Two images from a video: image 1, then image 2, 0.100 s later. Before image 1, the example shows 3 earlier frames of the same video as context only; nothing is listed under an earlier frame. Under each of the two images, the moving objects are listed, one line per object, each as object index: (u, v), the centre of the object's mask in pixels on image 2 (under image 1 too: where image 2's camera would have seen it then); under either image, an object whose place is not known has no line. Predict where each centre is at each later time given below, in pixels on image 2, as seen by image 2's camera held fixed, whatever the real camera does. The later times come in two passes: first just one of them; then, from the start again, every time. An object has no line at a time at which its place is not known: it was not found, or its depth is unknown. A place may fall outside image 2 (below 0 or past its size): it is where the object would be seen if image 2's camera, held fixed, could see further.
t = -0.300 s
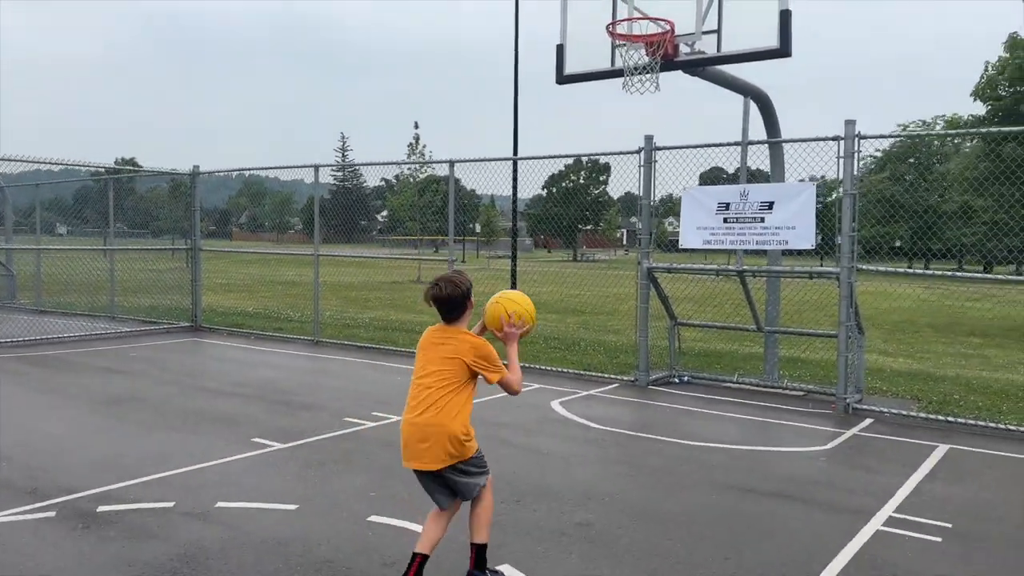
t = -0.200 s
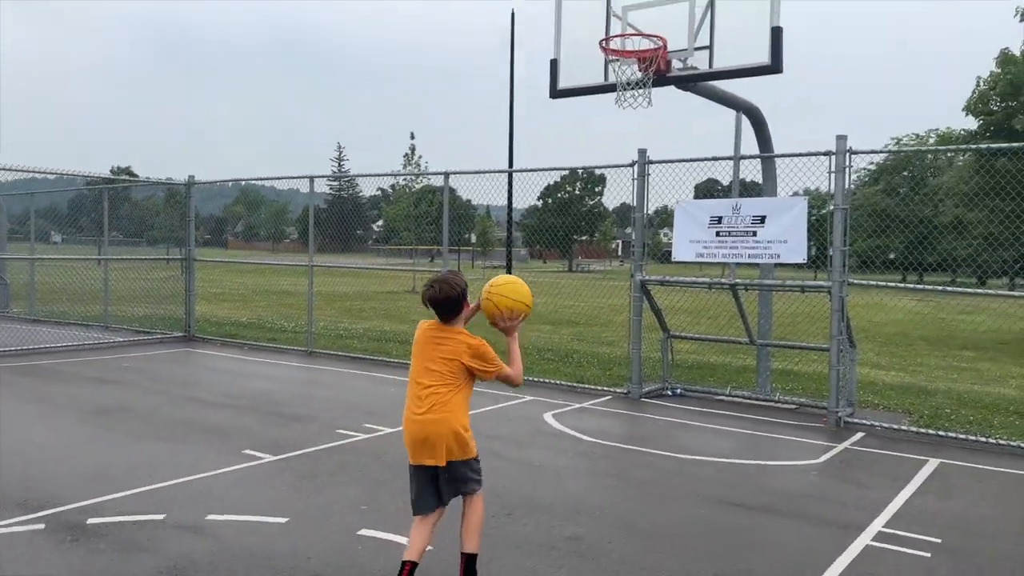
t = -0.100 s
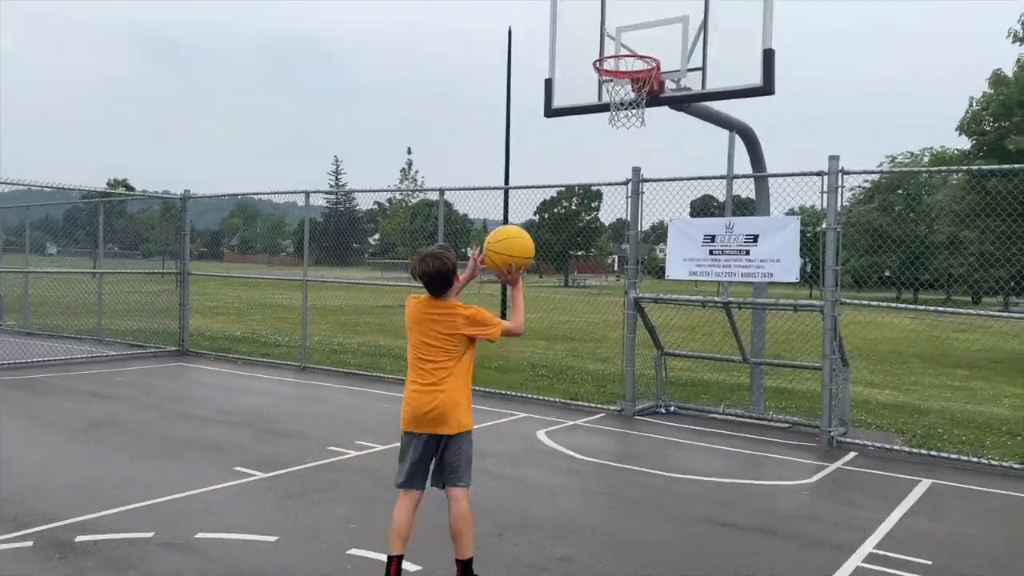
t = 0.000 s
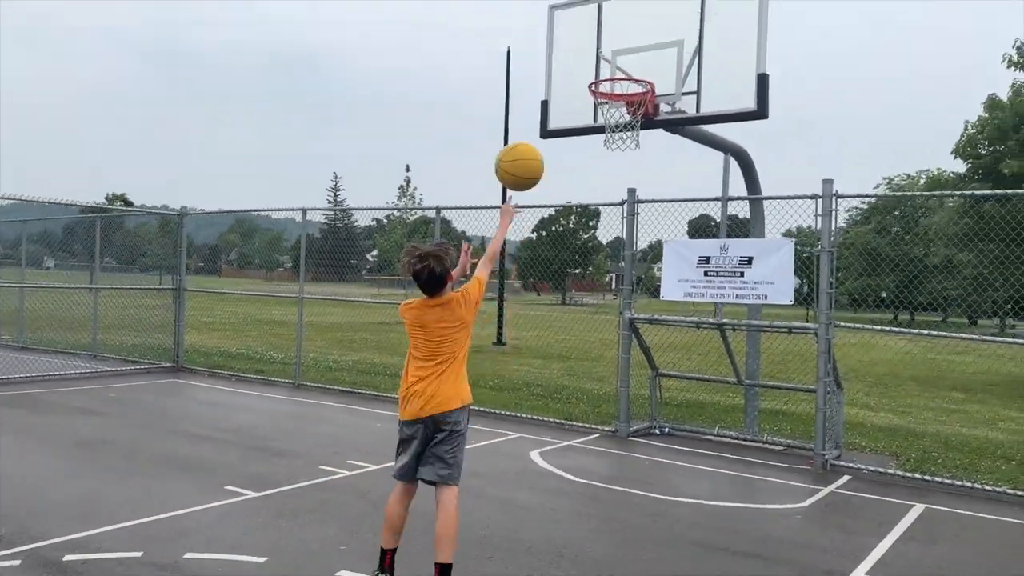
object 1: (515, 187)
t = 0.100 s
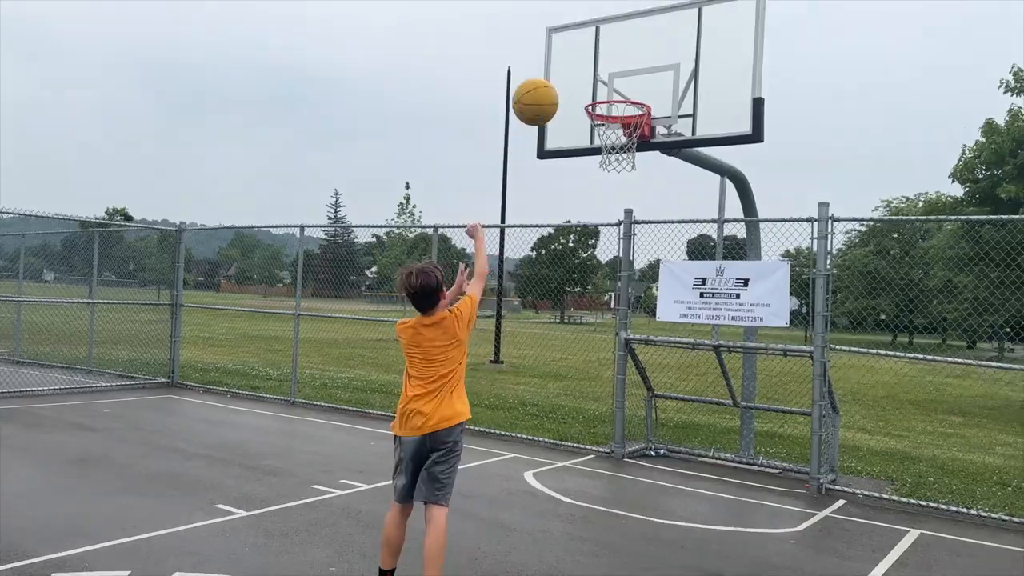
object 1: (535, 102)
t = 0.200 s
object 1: (550, 45)
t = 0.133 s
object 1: (541, 80)
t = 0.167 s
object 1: (546, 61)
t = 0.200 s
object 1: (550, 45)
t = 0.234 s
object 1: (555, 31)
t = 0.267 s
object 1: (559, 19)
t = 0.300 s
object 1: (563, 10)
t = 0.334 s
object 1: (566, 3)
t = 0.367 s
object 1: (570, -2)
